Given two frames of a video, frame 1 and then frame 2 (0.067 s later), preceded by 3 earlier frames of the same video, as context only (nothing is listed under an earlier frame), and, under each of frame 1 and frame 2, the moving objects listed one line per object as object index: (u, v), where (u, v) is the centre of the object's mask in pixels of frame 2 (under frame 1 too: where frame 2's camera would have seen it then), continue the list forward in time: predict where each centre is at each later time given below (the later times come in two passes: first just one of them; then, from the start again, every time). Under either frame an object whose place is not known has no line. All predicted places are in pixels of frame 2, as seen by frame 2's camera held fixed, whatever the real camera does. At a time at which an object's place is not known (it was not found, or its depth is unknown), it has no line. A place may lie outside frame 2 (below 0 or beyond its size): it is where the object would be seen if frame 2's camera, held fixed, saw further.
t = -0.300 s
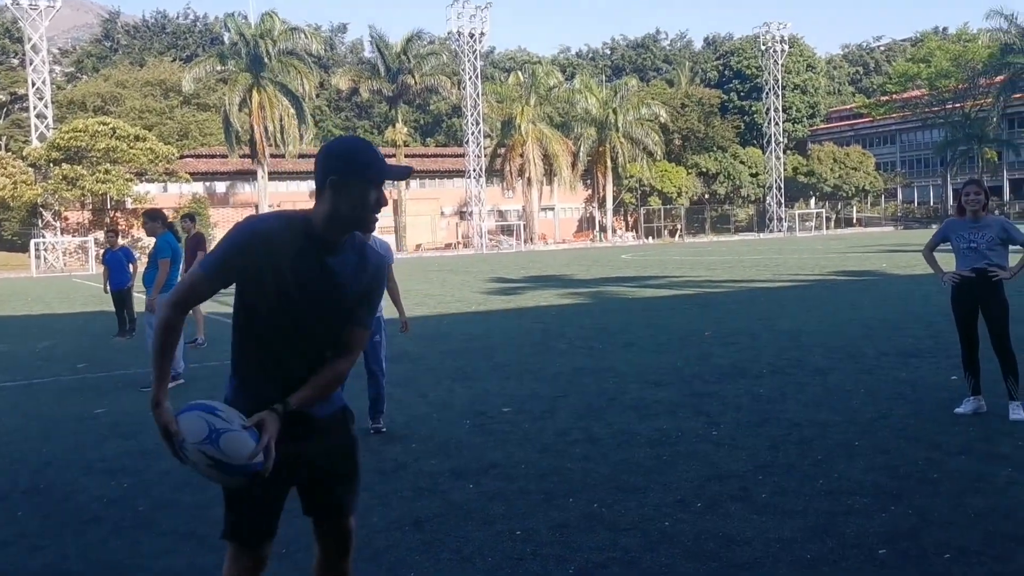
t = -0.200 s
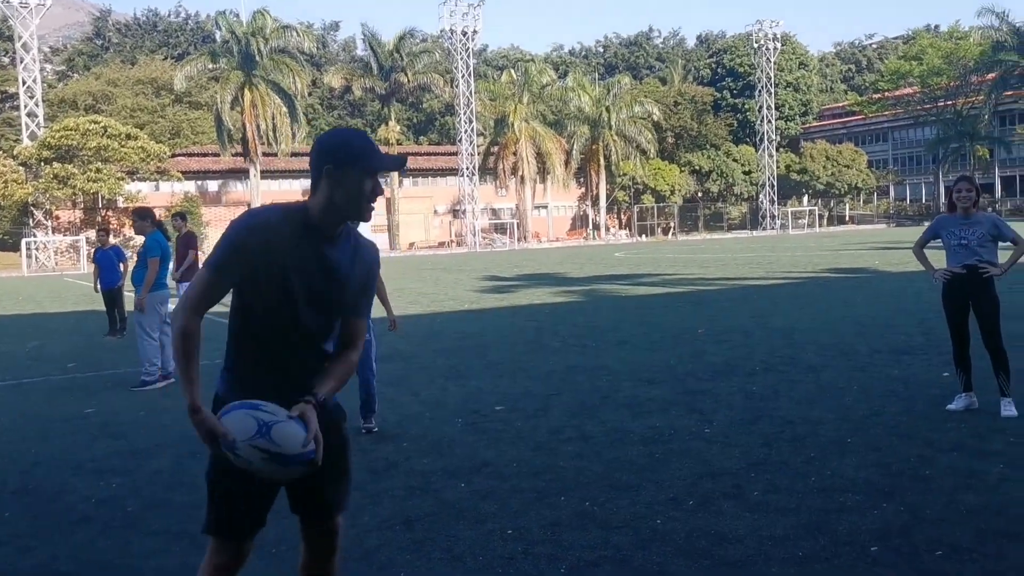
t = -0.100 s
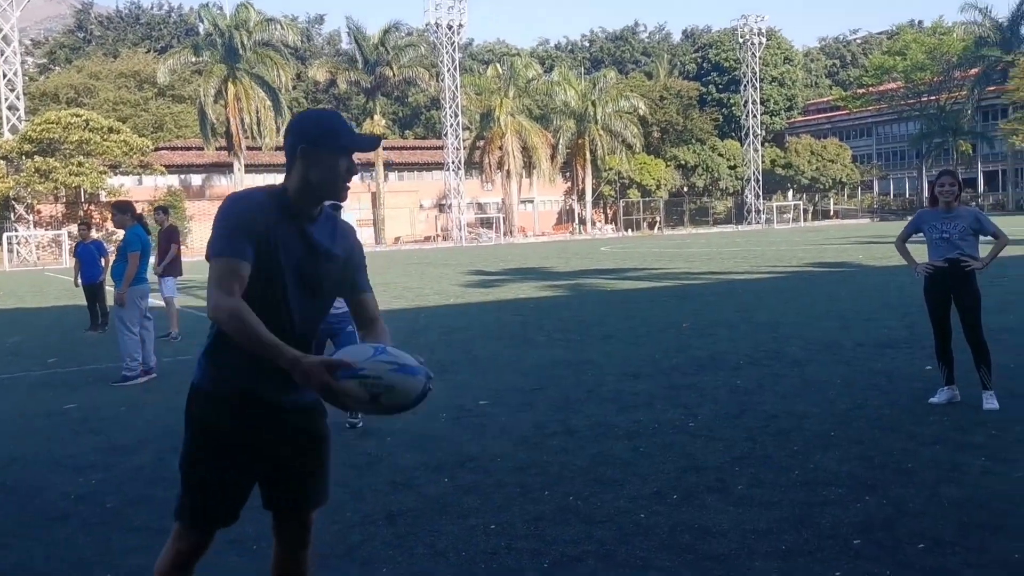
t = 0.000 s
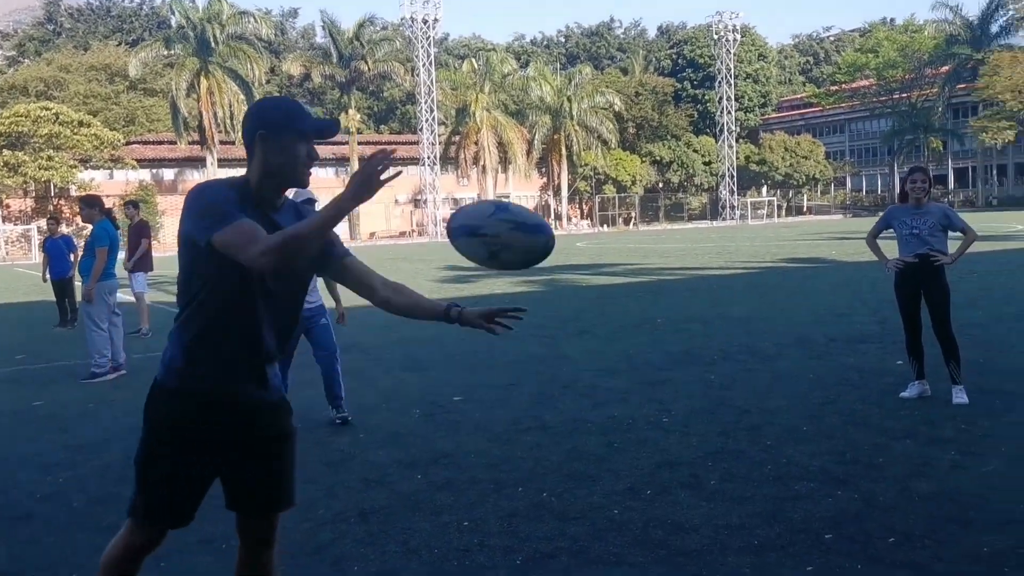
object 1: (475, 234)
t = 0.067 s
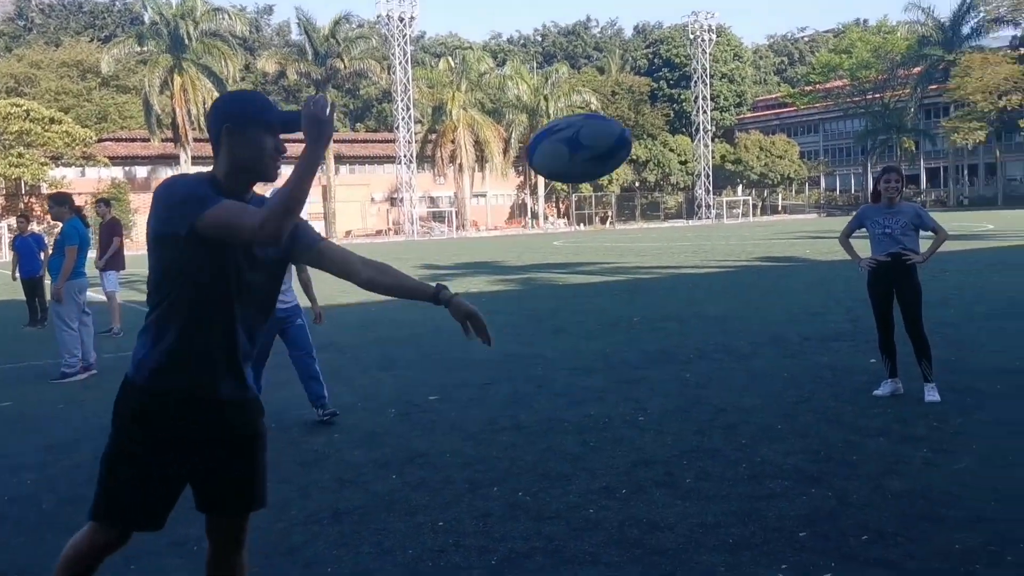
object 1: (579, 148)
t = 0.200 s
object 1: (779, 36)
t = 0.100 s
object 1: (629, 112)
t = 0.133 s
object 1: (679, 82)
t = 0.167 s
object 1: (729, 57)
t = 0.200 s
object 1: (779, 36)
